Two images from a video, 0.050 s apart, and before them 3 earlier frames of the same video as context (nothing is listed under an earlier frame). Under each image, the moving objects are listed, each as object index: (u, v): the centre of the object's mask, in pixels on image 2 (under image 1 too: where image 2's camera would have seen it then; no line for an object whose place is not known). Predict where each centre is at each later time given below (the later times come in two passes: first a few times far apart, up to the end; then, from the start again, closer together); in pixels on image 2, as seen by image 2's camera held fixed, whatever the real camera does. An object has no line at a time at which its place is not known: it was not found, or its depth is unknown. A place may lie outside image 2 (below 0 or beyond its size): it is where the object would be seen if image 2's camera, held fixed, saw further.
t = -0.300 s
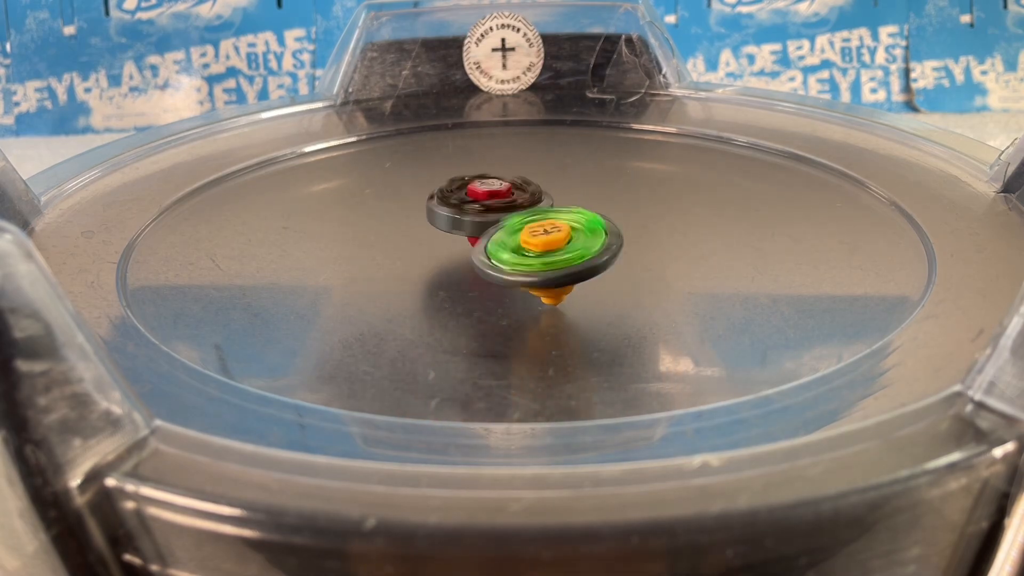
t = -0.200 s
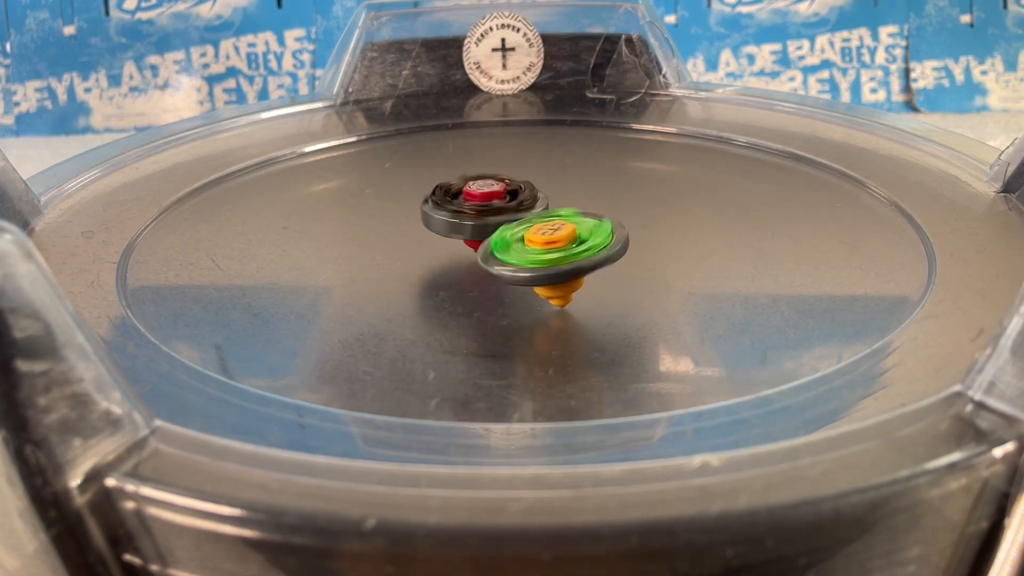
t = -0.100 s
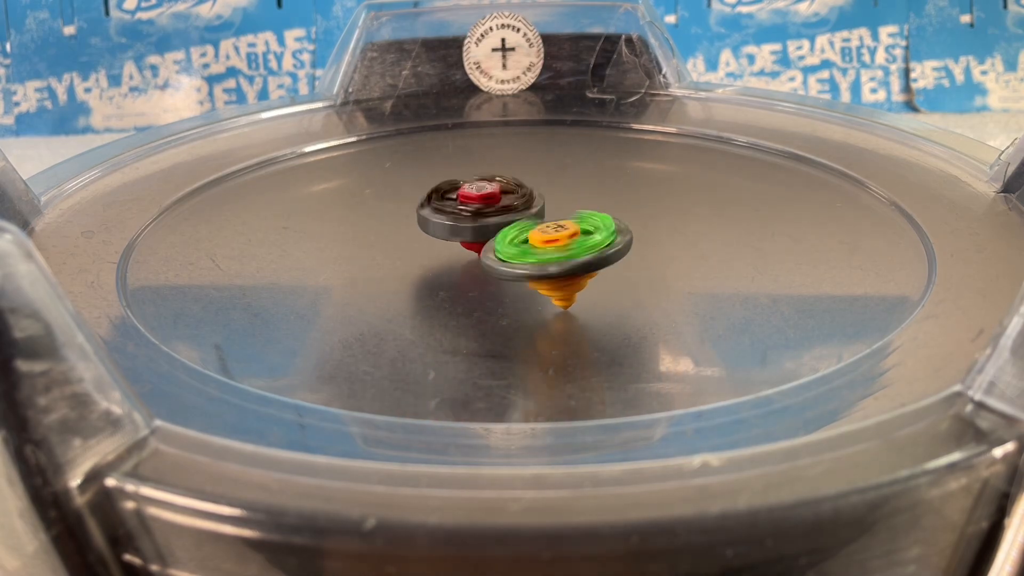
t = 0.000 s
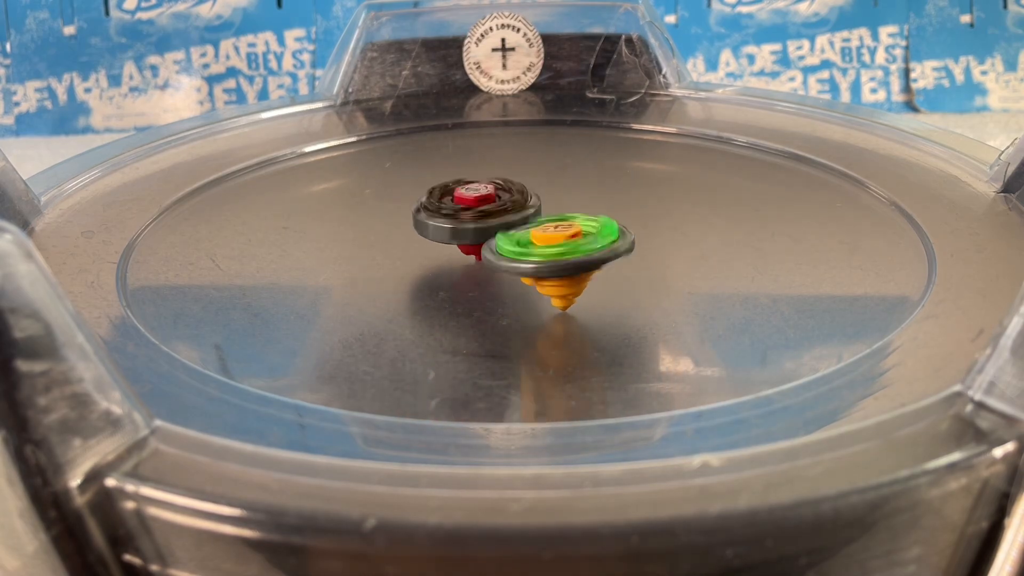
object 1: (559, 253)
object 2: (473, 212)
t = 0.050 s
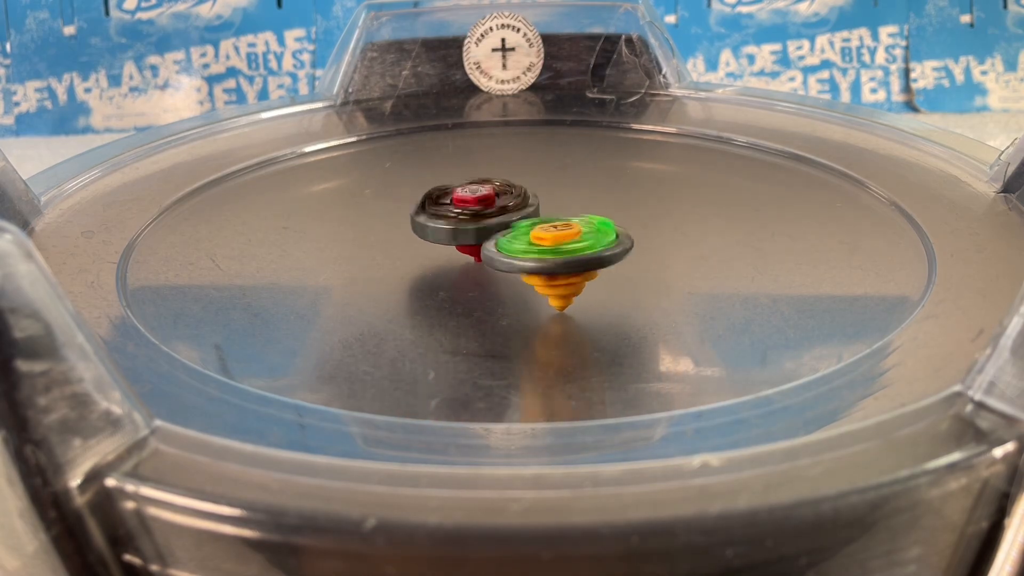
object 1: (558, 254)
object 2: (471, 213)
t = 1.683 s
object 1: (598, 236)
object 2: (455, 241)
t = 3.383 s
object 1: (610, 215)
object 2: (478, 252)
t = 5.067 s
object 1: (616, 229)
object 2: (484, 212)
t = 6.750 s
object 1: (605, 257)
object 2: (490, 220)
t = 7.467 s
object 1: (606, 256)
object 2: (490, 221)
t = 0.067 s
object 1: (557, 254)
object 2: (470, 213)
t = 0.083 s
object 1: (557, 254)
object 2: (470, 213)
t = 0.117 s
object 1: (556, 254)
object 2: (468, 214)
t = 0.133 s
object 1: (555, 253)
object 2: (467, 215)
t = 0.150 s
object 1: (555, 253)
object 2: (466, 215)
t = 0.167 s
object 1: (556, 254)
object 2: (466, 215)
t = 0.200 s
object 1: (559, 255)
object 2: (462, 215)
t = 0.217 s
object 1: (559, 256)
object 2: (462, 214)
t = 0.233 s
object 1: (559, 256)
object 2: (460, 214)
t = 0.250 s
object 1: (561, 256)
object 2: (459, 214)
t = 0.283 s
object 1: (560, 257)
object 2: (459, 214)
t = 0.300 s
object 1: (560, 256)
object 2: (458, 214)
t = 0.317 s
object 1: (561, 255)
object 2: (457, 214)
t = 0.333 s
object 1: (561, 255)
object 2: (456, 215)
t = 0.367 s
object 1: (560, 254)
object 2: (454, 215)
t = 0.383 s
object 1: (560, 253)
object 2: (454, 215)
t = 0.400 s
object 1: (559, 252)
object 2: (453, 215)
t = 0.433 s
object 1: (560, 250)
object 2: (453, 216)
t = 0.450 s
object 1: (558, 250)
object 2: (451, 216)
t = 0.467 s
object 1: (560, 249)
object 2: (451, 216)
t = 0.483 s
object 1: (560, 247)
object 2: (451, 217)
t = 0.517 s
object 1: (566, 247)
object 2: (448, 215)
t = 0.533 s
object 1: (569, 248)
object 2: (446, 215)
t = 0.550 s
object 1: (572, 248)
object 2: (447, 214)
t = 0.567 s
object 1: (572, 247)
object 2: (447, 214)
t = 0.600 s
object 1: (574, 247)
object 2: (448, 215)
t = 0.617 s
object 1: (574, 248)
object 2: (448, 215)
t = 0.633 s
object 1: (576, 247)
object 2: (449, 216)
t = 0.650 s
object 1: (577, 246)
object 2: (449, 217)
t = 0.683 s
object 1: (577, 246)
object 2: (449, 217)
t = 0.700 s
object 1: (578, 246)
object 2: (449, 218)
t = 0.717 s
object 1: (579, 245)
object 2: (449, 218)
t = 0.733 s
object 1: (579, 245)
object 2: (449, 219)
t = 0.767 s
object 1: (581, 244)
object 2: (449, 219)
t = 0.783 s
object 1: (581, 245)
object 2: (449, 220)
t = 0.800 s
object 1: (581, 245)
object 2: (449, 220)
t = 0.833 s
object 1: (583, 244)
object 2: (450, 222)
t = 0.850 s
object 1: (582, 244)
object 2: (450, 223)
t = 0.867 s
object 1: (583, 244)
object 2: (451, 224)
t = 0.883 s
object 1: (584, 243)
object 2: (451, 226)
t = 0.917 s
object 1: (584, 243)
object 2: (453, 228)
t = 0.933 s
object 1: (586, 243)
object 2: (452, 230)
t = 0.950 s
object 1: (592, 244)
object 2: (451, 230)
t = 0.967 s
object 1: (594, 243)
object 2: (451, 232)
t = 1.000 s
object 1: (596, 244)
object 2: (451, 233)
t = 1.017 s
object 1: (595, 244)
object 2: (451, 233)
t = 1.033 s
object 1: (595, 244)
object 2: (451, 234)
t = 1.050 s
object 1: (595, 243)
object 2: (451, 234)
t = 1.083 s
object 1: (596, 244)
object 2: (450, 235)
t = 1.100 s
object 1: (597, 244)
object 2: (450, 236)
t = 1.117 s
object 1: (597, 243)
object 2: (450, 236)
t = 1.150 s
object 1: (596, 243)
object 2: (449, 236)
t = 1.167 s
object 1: (596, 243)
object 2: (449, 237)
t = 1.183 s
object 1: (597, 244)
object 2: (449, 237)
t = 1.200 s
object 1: (596, 244)
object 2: (449, 237)
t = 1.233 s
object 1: (596, 243)
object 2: (449, 238)
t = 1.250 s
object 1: (594, 243)
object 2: (449, 238)
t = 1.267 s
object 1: (595, 243)
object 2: (448, 238)
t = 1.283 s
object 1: (595, 243)
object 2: (448, 239)
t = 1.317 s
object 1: (593, 243)
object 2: (449, 239)
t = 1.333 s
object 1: (592, 243)
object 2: (448, 239)
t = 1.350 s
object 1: (593, 242)
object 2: (448, 239)
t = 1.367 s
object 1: (594, 242)
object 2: (446, 239)
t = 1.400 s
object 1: (603, 241)
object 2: (439, 238)
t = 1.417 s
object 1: (603, 241)
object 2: (438, 238)
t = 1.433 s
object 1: (603, 240)
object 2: (439, 237)
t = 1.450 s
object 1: (603, 240)
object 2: (440, 238)
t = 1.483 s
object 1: (601, 239)
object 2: (443, 238)
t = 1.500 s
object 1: (603, 239)
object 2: (444, 238)
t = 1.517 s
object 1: (603, 238)
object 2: (445, 238)
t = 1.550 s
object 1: (601, 238)
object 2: (447, 239)
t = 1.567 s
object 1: (601, 238)
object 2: (447, 239)
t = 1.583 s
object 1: (602, 237)
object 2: (447, 240)
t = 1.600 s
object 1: (600, 237)
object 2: (447, 240)
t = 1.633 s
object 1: (601, 236)
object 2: (449, 241)
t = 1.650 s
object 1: (600, 237)
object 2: (451, 241)
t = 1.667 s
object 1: (599, 236)
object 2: (452, 241)
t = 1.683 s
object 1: (598, 236)
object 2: (455, 241)
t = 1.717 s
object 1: (608, 234)
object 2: (452, 241)
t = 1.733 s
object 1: (611, 234)
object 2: (453, 241)
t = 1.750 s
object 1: (612, 233)
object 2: (454, 240)
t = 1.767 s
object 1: (611, 234)
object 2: (455, 241)
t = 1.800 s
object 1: (609, 233)
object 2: (458, 242)
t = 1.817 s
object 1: (610, 232)
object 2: (458, 242)
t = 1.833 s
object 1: (609, 233)
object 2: (458, 243)
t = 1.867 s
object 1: (610, 231)
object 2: (458, 244)
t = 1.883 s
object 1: (610, 232)
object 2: (460, 244)
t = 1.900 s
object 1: (610, 231)
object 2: (461, 245)
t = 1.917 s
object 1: (610, 232)
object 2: (462, 245)
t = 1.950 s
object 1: (609, 232)
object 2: (463, 247)
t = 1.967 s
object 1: (609, 231)
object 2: (464, 247)
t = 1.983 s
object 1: (609, 231)
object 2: (466, 247)
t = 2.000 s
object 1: (611, 231)
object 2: (465, 248)
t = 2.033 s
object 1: (611, 231)
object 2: (465, 250)
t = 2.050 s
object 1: (609, 230)
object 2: (466, 250)
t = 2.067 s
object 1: (613, 231)
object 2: (462, 250)
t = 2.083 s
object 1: (616, 229)
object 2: (459, 251)
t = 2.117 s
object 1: (618, 229)
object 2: (455, 251)
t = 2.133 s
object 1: (617, 229)
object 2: (455, 252)
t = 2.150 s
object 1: (616, 228)
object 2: (455, 252)
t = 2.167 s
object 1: (616, 228)
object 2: (455, 252)
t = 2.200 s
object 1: (616, 228)
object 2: (455, 252)
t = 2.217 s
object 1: (617, 228)
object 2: (456, 252)
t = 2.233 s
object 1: (616, 228)
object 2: (457, 252)
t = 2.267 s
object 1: (614, 228)
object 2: (458, 252)
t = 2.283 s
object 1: (613, 228)
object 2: (458, 252)
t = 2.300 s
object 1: (613, 229)
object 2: (458, 253)
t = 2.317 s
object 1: (611, 229)
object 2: (459, 253)
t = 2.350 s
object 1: (610, 228)
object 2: (460, 253)
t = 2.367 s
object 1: (610, 229)
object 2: (460, 253)
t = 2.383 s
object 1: (608, 229)
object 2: (461, 253)
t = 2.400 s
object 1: (607, 229)
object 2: (462, 253)
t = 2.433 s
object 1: (604, 230)
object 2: (467, 253)
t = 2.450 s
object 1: (604, 228)
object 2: (467, 253)
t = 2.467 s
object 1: (607, 227)
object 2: (467, 254)
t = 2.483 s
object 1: (609, 227)
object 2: (468, 254)
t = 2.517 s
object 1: (608, 226)
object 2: (471, 253)
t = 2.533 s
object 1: (607, 226)
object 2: (473, 254)
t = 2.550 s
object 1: (609, 225)
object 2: (472, 254)
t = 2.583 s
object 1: (611, 224)
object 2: (471, 255)
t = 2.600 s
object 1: (611, 224)
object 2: (472, 255)
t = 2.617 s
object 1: (610, 225)
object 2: (473, 255)
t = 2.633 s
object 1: (608, 223)
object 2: (474, 255)
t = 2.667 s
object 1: (608, 223)
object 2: (475, 256)
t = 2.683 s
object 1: (606, 223)
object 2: (476, 256)
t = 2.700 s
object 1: (606, 222)
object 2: (476, 256)
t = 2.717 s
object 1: (605, 222)
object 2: (476, 256)
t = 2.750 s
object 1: (605, 222)
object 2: (477, 257)
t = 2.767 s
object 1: (605, 222)
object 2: (478, 257)
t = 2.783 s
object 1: (604, 221)
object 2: (479, 257)
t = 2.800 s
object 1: (604, 222)
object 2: (479, 257)
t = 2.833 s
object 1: (603, 221)
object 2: (481, 258)
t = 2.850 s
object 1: (604, 221)
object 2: (480, 258)
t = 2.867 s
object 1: (604, 221)
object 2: (479, 258)
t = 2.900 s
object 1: (603, 221)
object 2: (478, 258)
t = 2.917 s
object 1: (603, 221)
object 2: (479, 258)
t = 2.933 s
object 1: (603, 220)
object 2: (476, 258)
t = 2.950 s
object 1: (608, 218)
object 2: (473, 259)
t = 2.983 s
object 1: (612, 217)
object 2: (469, 259)
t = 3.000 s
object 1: (610, 217)
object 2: (468, 259)
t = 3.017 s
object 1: (610, 216)
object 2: (467, 258)
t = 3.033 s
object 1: (609, 216)
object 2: (467, 258)
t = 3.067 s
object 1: (607, 216)
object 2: (468, 258)
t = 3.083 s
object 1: (607, 216)
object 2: (469, 258)
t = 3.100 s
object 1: (608, 216)
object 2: (470, 257)
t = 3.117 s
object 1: (608, 217)
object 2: (471, 257)
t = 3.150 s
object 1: (606, 217)
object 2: (473, 256)
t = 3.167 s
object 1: (605, 216)
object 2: (474, 256)
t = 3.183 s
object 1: (604, 217)
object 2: (475, 255)
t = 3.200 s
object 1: (603, 217)
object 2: (476, 254)
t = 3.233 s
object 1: (603, 217)
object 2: (482, 254)
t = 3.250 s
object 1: (604, 217)
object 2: (481, 253)
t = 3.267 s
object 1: (606, 216)
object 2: (481, 253)
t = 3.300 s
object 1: (608, 215)
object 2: (483, 252)
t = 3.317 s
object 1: (606, 216)
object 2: (483, 252)
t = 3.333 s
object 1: (609, 215)
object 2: (481, 253)
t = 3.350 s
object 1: (610, 215)
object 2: (479, 253)
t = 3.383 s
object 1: (610, 215)
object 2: (478, 252)
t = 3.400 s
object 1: (609, 215)
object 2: (479, 252)
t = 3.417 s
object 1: (607, 216)
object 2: (480, 252)
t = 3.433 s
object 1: (608, 216)
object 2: (482, 252)
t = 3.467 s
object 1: (609, 215)
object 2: (477, 254)
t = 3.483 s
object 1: (611, 214)
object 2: (475, 254)
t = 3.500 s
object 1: (613, 215)
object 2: (473, 255)
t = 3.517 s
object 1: (611, 215)
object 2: (474, 255)
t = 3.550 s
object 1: (607, 215)
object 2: (476, 255)
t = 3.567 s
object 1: (607, 216)
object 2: (478, 255)
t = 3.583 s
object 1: (604, 216)
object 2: (479, 255)
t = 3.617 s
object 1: (602, 217)
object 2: (480, 255)
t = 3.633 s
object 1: (602, 217)
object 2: (481, 256)
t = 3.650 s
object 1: (599, 218)
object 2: (481, 256)
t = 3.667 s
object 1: (598, 218)
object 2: (481, 256)
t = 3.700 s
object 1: (598, 219)
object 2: (481, 256)
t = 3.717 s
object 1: (597, 219)
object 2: (478, 257)
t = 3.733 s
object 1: (598, 218)
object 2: (476, 257)
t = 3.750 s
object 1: (598, 218)
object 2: (474, 257)
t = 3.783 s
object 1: (595, 219)
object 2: (475, 256)
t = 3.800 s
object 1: (594, 219)
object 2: (476, 255)
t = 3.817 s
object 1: (592, 219)
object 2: (479, 255)
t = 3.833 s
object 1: (592, 219)
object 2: (482, 255)
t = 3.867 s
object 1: (592, 219)
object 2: (485, 256)
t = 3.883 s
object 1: (593, 218)
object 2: (485, 256)
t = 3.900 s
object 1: (594, 218)
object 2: (485, 256)
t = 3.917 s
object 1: (594, 217)
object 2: (483, 256)
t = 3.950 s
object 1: (599, 217)
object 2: (480, 258)
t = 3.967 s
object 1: (604, 217)
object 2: (479, 258)
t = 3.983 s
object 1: (604, 218)
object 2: (478, 257)
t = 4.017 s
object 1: (607, 218)
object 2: (479, 255)
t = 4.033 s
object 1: (607, 218)
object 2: (482, 255)
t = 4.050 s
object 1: (610, 218)
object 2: (481, 255)
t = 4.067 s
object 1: (611, 218)
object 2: (482, 255)
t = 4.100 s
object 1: (612, 218)
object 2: (485, 255)
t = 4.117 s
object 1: (613, 219)
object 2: (488, 256)
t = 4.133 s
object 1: (612, 219)
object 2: (490, 256)
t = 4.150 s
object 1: (611, 219)
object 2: (492, 257)
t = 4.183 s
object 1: (609, 220)
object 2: (492, 258)
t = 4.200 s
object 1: (607, 223)
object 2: (491, 258)
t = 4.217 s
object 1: (603, 226)
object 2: (487, 262)
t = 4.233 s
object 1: (602, 230)
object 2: (480, 263)
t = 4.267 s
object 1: (601, 230)
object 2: (465, 259)
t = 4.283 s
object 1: (600, 230)
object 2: (460, 259)
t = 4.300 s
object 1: (599, 230)
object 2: (454, 259)
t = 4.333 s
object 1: (599, 228)
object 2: (446, 257)
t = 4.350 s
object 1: (598, 229)
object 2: (443, 256)
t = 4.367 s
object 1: (596, 229)
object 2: (441, 255)
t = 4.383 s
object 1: (595, 229)
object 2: (440, 255)
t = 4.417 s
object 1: (594, 230)
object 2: (438, 253)
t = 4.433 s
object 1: (593, 231)
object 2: (437, 253)
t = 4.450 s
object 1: (592, 232)
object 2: (438, 252)
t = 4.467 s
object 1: (592, 232)
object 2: (438, 252)
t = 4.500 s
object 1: (592, 233)
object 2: (441, 253)
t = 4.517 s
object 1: (592, 233)
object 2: (442, 252)
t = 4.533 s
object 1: (593, 233)
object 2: (443, 252)
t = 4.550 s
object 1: (594, 232)
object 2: (446, 253)
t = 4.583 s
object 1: (592, 234)
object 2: (449, 251)
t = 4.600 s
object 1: (591, 235)
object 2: (452, 250)
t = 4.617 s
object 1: (590, 237)
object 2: (453, 249)
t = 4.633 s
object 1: (588, 239)
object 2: (457, 249)
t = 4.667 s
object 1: (582, 241)
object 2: (462, 247)
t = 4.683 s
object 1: (579, 242)
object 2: (461, 244)
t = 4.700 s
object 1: (580, 244)
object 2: (461, 240)
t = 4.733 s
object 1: (584, 247)
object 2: (463, 238)
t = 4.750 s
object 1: (587, 248)
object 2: (465, 233)
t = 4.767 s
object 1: (589, 249)
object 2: (468, 232)
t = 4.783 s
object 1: (592, 246)
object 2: (471, 230)
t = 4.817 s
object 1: (597, 245)
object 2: (476, 227)
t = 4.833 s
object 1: (600, 245)
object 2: (478, 224)
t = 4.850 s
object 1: (602, 245)
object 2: (480, 223)
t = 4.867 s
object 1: (604, 243)
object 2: (481, 220)
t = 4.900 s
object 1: (608, 241)
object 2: (484, 218)
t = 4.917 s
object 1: (609, 239)
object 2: (484, 216)
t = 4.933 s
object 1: (611, 238)
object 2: (485, 215)
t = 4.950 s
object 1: (612, 237)
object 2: (485, 214)
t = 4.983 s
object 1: (614, 233)
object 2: (485, 212)
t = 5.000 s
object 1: (615, 233)
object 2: (484, 212)
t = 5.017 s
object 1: (616, 232)
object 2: (484, 211)
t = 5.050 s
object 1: (616, 229)
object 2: (484, 211)
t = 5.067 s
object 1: (616, 229)
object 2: (484, 212)
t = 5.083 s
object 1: (616, 229)
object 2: (484, 212)
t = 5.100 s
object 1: (616, 227)
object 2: (484, 212)
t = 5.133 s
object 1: (616, 227)
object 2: (485, 213)
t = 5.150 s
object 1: (616, 227)
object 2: (486, 213)
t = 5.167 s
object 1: (615, 227)
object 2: (487, 214)
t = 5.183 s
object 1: (614, 226)
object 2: (487, 215)
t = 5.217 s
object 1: (611, 228)
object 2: (487, 216)
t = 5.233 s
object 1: (609, 230)
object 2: (486, 217)
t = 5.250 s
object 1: (607, 227)
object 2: (485, 219)
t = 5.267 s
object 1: (604, 226)
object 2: (484, 220)
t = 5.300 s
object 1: (603, 232)
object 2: (481, 222)
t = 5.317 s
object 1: (603, 233)
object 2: (479, 223)
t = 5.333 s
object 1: (603, 236)
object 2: (478, 224)
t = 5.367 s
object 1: (603, 238)
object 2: (475, 225)
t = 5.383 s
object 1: (603, 239)
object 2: (473, 226)
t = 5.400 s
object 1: (603, 239)
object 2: (472, 226)
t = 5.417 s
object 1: (603, 243)
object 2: (470, 226)
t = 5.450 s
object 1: (602, 247)
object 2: (467, 226)
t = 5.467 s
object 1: (602, 249)
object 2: (466, 226)
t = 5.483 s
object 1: (602, 250)
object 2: (466, 226)
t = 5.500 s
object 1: (603, 251)
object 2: (465, 226)
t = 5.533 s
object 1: (605, 254)
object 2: (465, 226)
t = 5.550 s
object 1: (606, 255)
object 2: (466, 226)
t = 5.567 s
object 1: (607, 257)
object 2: (466, 226)
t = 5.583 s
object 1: (607, 257)
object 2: (467, 226)
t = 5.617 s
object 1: (609, 259)
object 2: (470, 226)
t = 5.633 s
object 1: (610, 259)
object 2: (472, 226)
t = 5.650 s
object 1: (610, 260)
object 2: (473, 226)
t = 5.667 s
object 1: (611, 262)
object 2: (475, 226)
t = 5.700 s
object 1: (613, 262)
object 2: (479, 225)
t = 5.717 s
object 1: (613, 262)
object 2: (481, 224)
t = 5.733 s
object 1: (613, 263)
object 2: (483, 224)
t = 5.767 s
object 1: (614, 264)
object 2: (486, 222)
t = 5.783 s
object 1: (615, 264)
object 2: (487, 222)
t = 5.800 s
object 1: (615, 264)
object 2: (488, 221)
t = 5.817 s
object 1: (616, 264)
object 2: (489, 220)
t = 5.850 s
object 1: (617, 265)
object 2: (490, 220)
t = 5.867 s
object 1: (617, 265)
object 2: (490, 219)
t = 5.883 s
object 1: (617, 266)
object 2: (490, 219)
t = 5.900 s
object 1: (618, 266)
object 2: (490, 219)
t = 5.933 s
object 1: (618, 266)
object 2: (491, 219)
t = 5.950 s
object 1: (618, 266)
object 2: (491, 219)
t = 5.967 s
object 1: (616, 265)
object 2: (490, 219)
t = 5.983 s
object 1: (615, 265)
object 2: (490, 219)
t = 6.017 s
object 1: (614, 264)
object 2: (490, 219)
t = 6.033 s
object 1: (613, 263)
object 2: (489, 220)
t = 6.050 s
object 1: (613, 263)
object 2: (489, 220)
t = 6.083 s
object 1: (612, 262)
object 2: (487, 222)
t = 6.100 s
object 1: (611, 262)
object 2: (486, 222)
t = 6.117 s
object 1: (610, 261)
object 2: (485, 223)
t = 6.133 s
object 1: (610, 261)
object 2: (484, 223)
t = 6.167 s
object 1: (608, 260)
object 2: (481, 225)
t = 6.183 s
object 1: (608, 260)
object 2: (479, 225)
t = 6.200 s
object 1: (607, 260)
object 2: (477, 225)
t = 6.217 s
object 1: (607, 259)
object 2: (476, 226)
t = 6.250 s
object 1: (607, 258)
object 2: (473, 226)
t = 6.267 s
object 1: (608, 258)
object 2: (471, 226)
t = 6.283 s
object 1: (608, 258)
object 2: (470, 226)
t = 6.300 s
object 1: (609, 257)
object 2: (469, 226)
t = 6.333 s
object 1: (611, 256)
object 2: (468, 226)
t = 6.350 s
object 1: (612, 254)
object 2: (467, 226)
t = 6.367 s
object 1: (613, 252)
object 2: (468, 226)
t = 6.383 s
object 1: (614, 251)
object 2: (468, 227)
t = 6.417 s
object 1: (615, 249)
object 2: (470, 226)
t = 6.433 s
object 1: (616, 248)
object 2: (471, 226)
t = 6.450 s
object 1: (617, 248)
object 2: (472, 226)
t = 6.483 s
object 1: (618, 247)
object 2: (475, 226)
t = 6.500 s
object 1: (618, 247)
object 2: (477, 226)
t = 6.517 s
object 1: (617, 247)
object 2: (479, 225)
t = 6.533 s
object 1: (617, 247)
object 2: (480, 225)
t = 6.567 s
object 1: (616, 248)
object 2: (484, 224)
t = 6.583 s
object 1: (615, 249)
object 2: (485, 223)
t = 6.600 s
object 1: (614, 250)
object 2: (486, 223)
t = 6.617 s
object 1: (613, 251)
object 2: (487, 222)
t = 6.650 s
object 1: (611, 253)
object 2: (489, 221)
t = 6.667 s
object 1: (609, 255)
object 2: (489, 221)
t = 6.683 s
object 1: (608, 256)
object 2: (490, 220)
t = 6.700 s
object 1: (607, 256)
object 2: (490, 220)
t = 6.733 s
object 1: (605, 257)
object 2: (490, 220)
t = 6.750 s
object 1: (605, 257)
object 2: (490, 220)
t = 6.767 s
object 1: (605, 258)
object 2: (489, 221)
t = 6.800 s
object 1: (604, 258)
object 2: (488, 222)
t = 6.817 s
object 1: (604, 258)
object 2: (488, 222)
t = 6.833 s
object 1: (604, 258)
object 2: (486, 223)
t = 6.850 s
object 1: (604, 258)
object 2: (485, 223)
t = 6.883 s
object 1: (604, 258)
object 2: (483, 225)
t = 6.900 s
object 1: (604, 258)
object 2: (481, 225)
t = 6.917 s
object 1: (604, 259)
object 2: (479, 226)
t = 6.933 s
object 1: (604, 259)
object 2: (478, 226)
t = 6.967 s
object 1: (604, 259)
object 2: (475, 226)
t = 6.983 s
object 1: (604, 258)
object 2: (474, 226)
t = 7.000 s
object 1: (604, 258)
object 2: (473, 227)
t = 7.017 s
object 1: (604, 258)
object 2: (472, 227)
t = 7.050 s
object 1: (604, 258)
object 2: (471, 227)
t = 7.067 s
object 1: (604, 258)
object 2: (470, 227)
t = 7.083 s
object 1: (604, 258)
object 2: (470, 227)
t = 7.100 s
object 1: (604, 258)
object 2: (470, 227)
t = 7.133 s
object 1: (605, 257)
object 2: (470, 227)
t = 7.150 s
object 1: (605, 257)
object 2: (470, 227)
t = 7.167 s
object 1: (606, 257)
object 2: (470, 227)
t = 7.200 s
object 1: (607, 256)
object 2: (472, 227)
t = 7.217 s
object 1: (608, 255)
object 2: (473, 227)
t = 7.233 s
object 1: (608, 254)
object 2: (474, 226)
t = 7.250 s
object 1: (609, 253)
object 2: (475, 226)
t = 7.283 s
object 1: (610, 251)
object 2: (478, 226)
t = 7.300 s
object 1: (611, 251)
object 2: (479, 226)
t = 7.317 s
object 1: (611, 251)
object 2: (481, 225)
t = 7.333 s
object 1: (611, 251)
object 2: (482, 225)
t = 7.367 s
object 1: (610, 252)
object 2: (485, 224)
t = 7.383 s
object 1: (609, 252)
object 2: (487, 224)
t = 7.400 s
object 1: (608, 253)
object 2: (487, 223)
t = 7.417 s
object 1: (607, 254)
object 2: (488, 222)
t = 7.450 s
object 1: (606, 255)
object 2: (490, 222)
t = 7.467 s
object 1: (606, 256)
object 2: (490, 221)
